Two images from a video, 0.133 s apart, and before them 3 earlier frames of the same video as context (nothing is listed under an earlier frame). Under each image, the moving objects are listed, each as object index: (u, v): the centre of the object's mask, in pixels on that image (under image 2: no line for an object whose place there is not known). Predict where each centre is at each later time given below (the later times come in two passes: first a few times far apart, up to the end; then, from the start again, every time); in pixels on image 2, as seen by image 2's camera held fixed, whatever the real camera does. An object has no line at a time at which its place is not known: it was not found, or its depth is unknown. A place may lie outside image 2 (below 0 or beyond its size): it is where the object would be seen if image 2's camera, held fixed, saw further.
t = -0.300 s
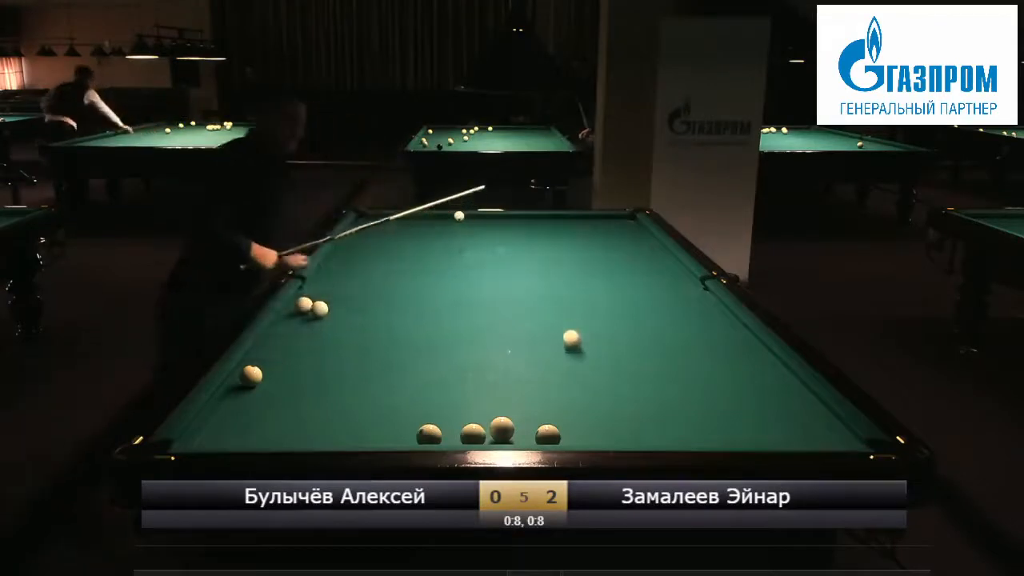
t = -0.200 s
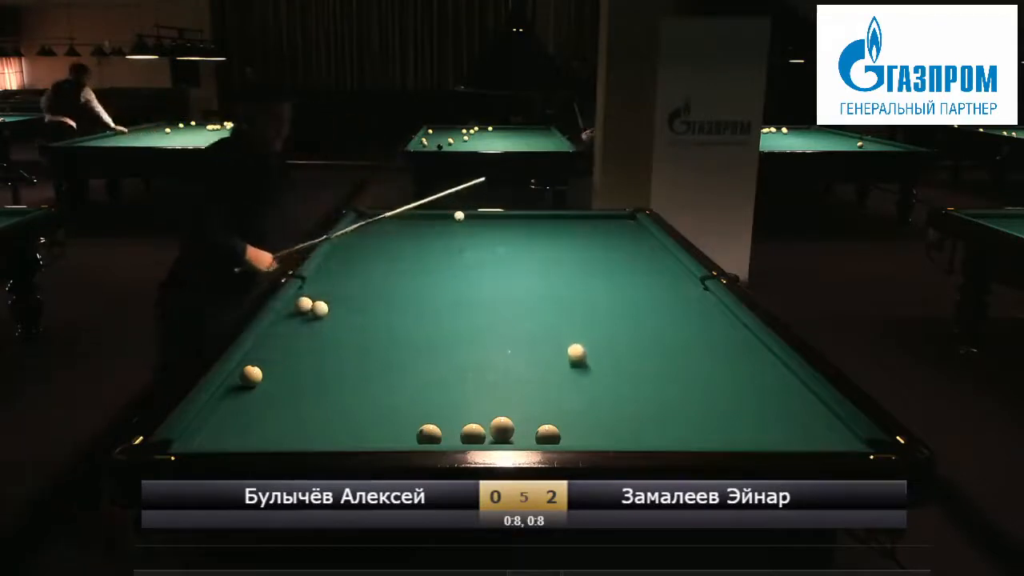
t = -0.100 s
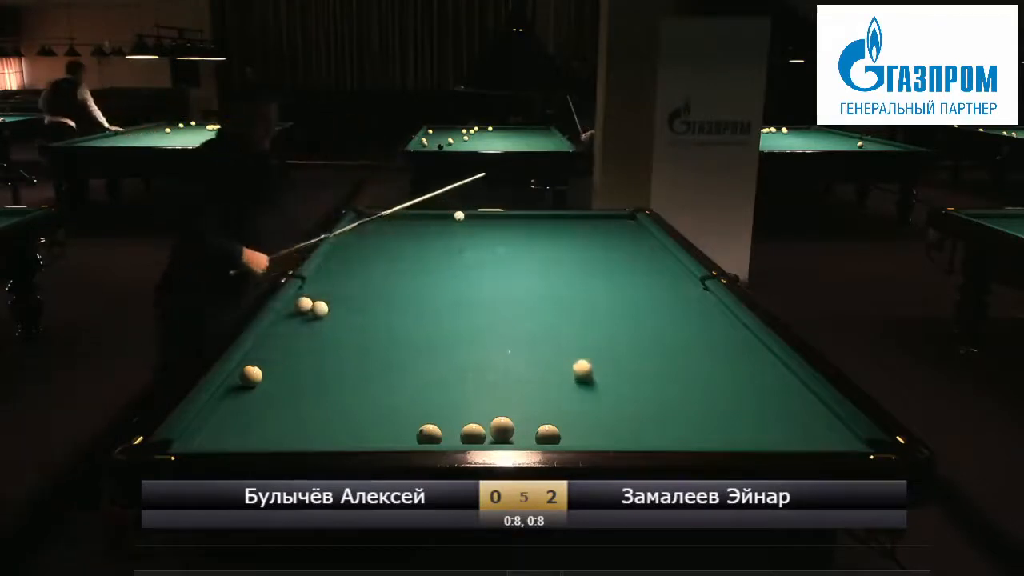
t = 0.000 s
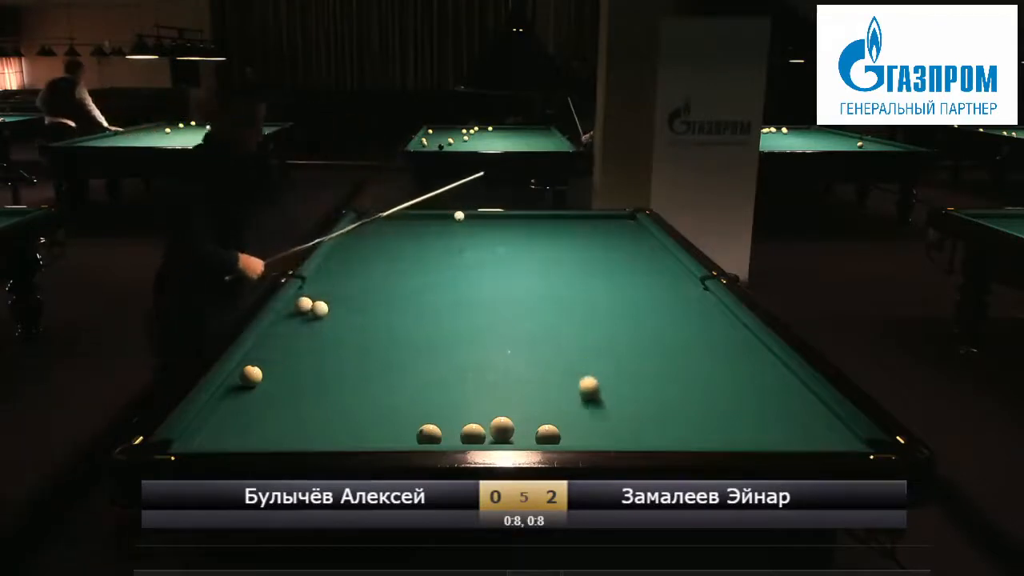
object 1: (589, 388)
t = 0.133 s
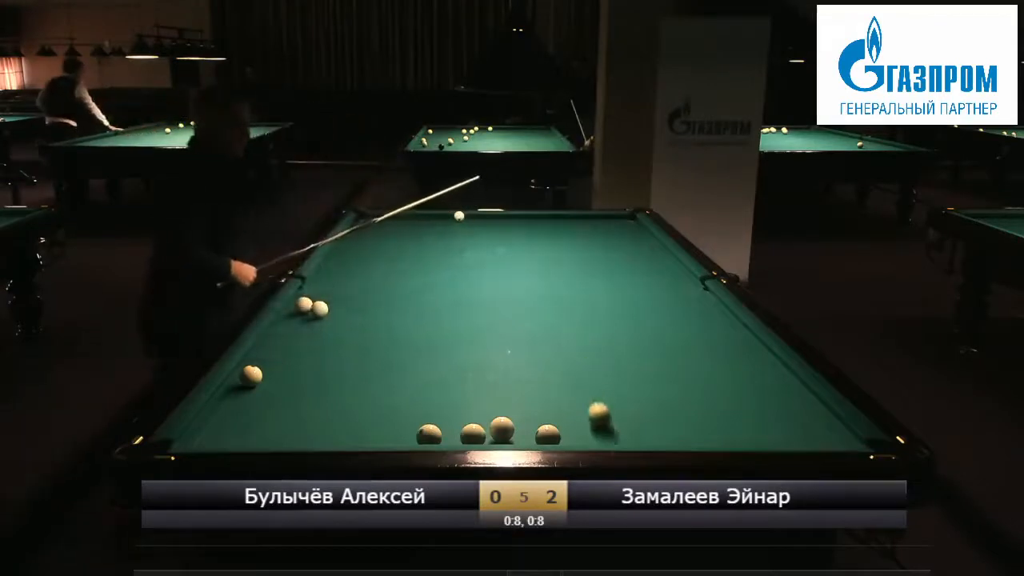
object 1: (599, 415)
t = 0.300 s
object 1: (606, 430)
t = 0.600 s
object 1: (595, 396)
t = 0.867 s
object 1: (588, 370)
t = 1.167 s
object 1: (582, 345)
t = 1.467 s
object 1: (576, 326)
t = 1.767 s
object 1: (572, 309)
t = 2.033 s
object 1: (568, 296)
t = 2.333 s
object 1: (565, 283)
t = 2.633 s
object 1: (562, 272)
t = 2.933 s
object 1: (559, 263)
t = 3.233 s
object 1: (557, 254)
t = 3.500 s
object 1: (555, 247)
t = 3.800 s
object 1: (552, 240)
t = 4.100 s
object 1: (550, 234)
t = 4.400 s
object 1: (548, 229)
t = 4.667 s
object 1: (547, 224)
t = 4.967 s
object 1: (545, 220)
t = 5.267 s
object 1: (544, 216)
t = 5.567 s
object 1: (544, 217)
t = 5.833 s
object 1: (545, 219)
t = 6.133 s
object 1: (546, 221)
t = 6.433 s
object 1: (546, 223)
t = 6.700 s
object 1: (546, 225)
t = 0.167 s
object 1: (602, 421)
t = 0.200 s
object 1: (604, 427)
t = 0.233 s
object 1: (607, 434)
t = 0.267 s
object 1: (608, 435)
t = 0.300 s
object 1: (606, 430)
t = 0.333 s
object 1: (605, 428)
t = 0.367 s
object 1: (603, 424)
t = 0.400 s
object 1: (602, 419)
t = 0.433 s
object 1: (601, 415)
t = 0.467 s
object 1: (600, 411)
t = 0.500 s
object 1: (598, 406)
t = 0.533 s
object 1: (597, 402)
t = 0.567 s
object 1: (596, 399)
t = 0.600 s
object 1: (595, 396)
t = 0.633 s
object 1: (595, 392)
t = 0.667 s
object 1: (593, 388)
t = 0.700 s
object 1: (593, 385)
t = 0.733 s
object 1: (591, 382)
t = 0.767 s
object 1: (591, 378)
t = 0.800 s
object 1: (590, 375)
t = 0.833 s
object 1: (589, 372)
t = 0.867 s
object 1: (588, 370)
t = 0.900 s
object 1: (588, 367)
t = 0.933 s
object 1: (587, 364)
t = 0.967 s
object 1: (586, 360)
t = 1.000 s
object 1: (585, 358)
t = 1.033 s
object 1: (584, 356)
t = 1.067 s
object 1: (584, 353)
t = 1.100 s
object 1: (583, 350)
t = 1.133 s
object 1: (582, 348)
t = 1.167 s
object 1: (582, 345)
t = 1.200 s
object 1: (581, 343)
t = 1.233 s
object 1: (581, 341)
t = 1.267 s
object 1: (580, 339)
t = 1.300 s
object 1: (579, 336)
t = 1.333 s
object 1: (578, 334)
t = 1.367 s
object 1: (578, 332)
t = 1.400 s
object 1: (577, 330)
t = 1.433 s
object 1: (577, 328)
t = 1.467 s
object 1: (576, 326)
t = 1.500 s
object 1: (575, 324)
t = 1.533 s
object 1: (575, 322)
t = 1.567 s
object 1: (574, 320)
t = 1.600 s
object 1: (574, 318)
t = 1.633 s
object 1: (573, 316)
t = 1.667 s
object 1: (573, 314)
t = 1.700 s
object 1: (572, 313)
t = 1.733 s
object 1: (572, 311)
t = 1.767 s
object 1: (572, 309)
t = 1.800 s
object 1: (571, 307)
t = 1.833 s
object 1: (571, 305)
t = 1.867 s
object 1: (570, 304)
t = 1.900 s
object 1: (570, 302)
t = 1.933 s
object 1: (569, 300)
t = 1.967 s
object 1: (569, 299)
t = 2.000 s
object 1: (568, 297)
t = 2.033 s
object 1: (568, 296)
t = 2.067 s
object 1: (567, 294)
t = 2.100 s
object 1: (567, 293)
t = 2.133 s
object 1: (567, 291)
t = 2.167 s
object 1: (567, 290)
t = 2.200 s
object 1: (566, 289)
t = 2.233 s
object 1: (566, 287)
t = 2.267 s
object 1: (565, 286)
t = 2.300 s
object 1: (565, 285)
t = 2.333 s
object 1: (565, 283)
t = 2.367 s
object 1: (564, 282)
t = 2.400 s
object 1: (564, 280)
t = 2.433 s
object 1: (564, 279)
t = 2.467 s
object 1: (564, 278)
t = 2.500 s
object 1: (563, 277)
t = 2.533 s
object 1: (563, 276)
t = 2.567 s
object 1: (562, 275)
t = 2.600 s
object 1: (562, 273)
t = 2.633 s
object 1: (562, 272)
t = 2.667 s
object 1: (562, 271)
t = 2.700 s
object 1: (561, 270)
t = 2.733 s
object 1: (561, 269)
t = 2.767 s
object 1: (561, 268)
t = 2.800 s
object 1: (560, 267)
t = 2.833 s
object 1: (560, 266)
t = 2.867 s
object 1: (560, 265)
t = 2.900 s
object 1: (559, 264)
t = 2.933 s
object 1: (559, 263)
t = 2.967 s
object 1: (559, 262)
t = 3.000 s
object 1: (559, 261)
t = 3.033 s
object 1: (558, 260)
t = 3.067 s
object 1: (558, 259)
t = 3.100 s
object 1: (558, 258)
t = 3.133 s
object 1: (557, 257)
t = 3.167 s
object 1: (557, 256)
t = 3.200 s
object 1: (557, 255)
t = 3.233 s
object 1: (557, 254)
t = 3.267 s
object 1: (556, 253)
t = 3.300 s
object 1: (556, 252)
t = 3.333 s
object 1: (556, 252)
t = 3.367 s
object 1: (556, 251)
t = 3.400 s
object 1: (556, 250)
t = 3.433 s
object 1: (555, 249)
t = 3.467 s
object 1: (555, 248)
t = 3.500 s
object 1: (555, 247)
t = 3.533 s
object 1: (554, 246)
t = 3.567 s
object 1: (554, 246)
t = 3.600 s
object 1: (554, 245)
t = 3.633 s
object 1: (554, 244)
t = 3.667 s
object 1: (553, 244)
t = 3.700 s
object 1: (553, 243)
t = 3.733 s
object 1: (553, 242)
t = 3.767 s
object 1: (553, 242)
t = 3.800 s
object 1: (552, 240)
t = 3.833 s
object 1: (552, 240)
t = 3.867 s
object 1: (552, 239)
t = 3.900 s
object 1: (551, 238)
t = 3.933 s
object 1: (551, 237)
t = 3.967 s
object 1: (551, 237)
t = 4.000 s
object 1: (551, 236)
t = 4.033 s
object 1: (550, 236)
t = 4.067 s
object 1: (550, 235)
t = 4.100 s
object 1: (550, 234)
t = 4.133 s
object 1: (550, 234)
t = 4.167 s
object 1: (550, 233)
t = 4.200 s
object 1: (549, 232)
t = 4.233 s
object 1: (549, 232)
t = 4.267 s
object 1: (549, 231)
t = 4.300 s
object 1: (549, 230)
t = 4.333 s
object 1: (549, 230)
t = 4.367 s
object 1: (548, 229)
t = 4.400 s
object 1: (548, 229)
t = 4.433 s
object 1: (548, 228)
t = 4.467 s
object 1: (548, 228)
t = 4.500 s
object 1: (548, 227)
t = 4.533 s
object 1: (548, 226)
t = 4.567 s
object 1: (547, 226)
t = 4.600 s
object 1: (547, 225)
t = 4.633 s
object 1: (547, 224)
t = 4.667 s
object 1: (547, 224)
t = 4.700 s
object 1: (547, 223)
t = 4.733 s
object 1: (546, 223)
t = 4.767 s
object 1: (546, 223)
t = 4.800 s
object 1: (546, 222)
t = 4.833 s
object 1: (546, 222)
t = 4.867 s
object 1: (546, 221)
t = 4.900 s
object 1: (546, 221)
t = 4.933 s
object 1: (546, 220)
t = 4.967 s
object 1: (545, 220)
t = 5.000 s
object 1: (545, 219)
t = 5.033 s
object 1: (545, 219)
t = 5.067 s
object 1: (544, 218)
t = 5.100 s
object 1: (544, 218)
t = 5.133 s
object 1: (544, 217)
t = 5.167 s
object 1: (544, 217)
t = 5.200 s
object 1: (544, 216)
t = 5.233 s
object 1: (544, 216)
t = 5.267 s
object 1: (544, 216)
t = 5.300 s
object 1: (544, 216)
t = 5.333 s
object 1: (544, 216)
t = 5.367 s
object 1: (544, 216)
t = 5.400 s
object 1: (544, 216)
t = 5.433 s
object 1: (544, 216)
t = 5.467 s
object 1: (544, 216)
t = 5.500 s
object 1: (544, 217)
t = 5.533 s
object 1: (544, 217)
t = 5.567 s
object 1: (544, 217)
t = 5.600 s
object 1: (545, 217)
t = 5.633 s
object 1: (545, 218)
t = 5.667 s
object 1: (545, 218)
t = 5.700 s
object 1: (545, 218)
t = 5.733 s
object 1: (545, 218)
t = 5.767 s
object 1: (545, 219)
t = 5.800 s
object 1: (545, 219)
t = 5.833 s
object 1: (545, 219)
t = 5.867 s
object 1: (545, 219)
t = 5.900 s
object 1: (545, 220)
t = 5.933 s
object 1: (545, 220)
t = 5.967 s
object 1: (545, 220)
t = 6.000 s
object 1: (545, 220)
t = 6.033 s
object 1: (545, 220)
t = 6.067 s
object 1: (546, 221)
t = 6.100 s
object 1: (546, 221)
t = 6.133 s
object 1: (546, 221)
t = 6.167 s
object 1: (546, 221)
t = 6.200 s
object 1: (546, 222)
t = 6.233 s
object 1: (546, 222)
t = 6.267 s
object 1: (546, 222)
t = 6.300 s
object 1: (546, 222)
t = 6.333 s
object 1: (546, 223)
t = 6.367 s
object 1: (546, 223)
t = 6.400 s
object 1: (546, 223)
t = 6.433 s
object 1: (546, 223)
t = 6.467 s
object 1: (546, 223)
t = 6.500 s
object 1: (546, 223)
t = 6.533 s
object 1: (546, 224)
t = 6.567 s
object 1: (546, 224)
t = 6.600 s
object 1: (546, 224)
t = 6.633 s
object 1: (546, 224)
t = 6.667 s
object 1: (546, 224)
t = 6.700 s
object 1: (546, 225)
